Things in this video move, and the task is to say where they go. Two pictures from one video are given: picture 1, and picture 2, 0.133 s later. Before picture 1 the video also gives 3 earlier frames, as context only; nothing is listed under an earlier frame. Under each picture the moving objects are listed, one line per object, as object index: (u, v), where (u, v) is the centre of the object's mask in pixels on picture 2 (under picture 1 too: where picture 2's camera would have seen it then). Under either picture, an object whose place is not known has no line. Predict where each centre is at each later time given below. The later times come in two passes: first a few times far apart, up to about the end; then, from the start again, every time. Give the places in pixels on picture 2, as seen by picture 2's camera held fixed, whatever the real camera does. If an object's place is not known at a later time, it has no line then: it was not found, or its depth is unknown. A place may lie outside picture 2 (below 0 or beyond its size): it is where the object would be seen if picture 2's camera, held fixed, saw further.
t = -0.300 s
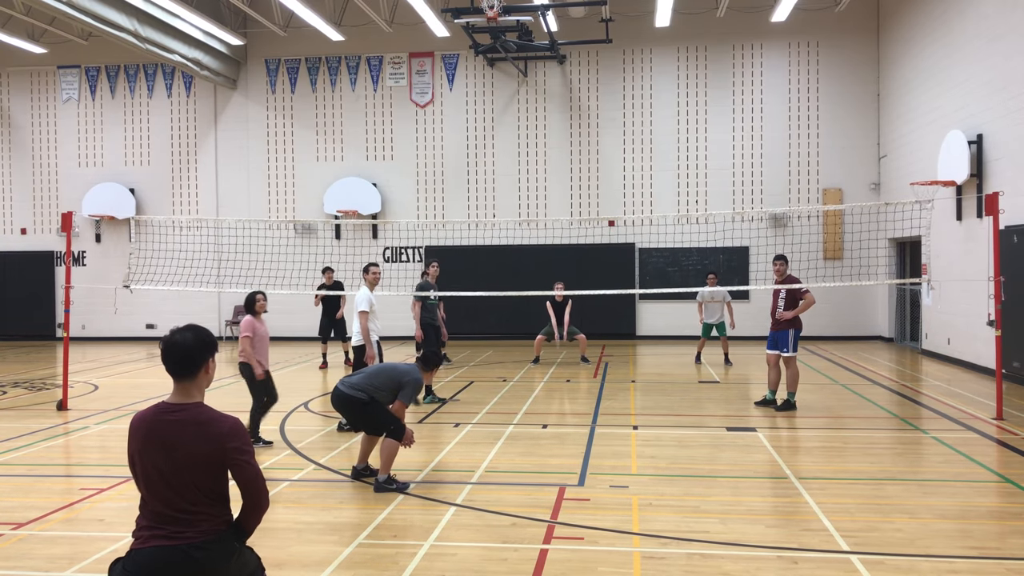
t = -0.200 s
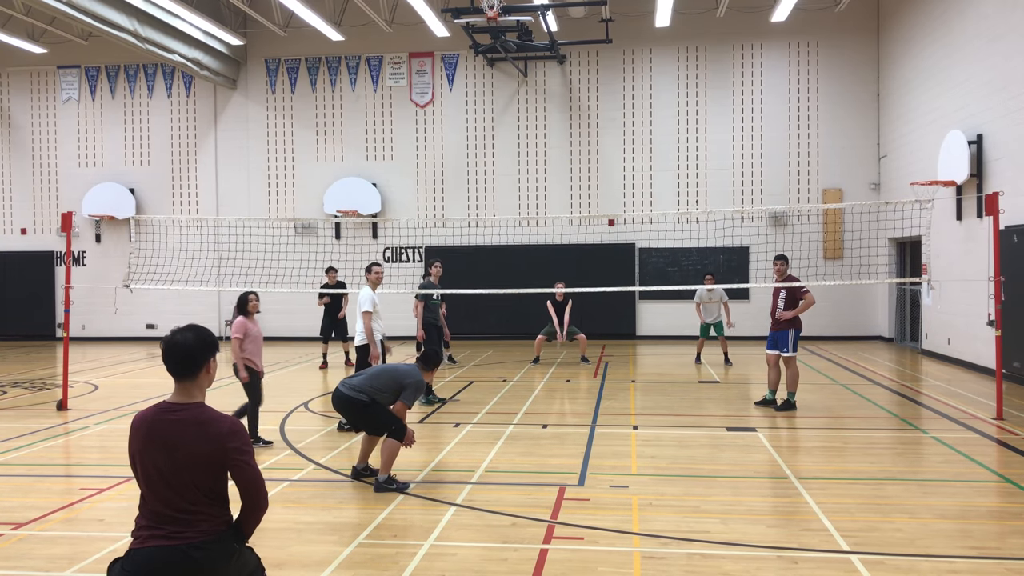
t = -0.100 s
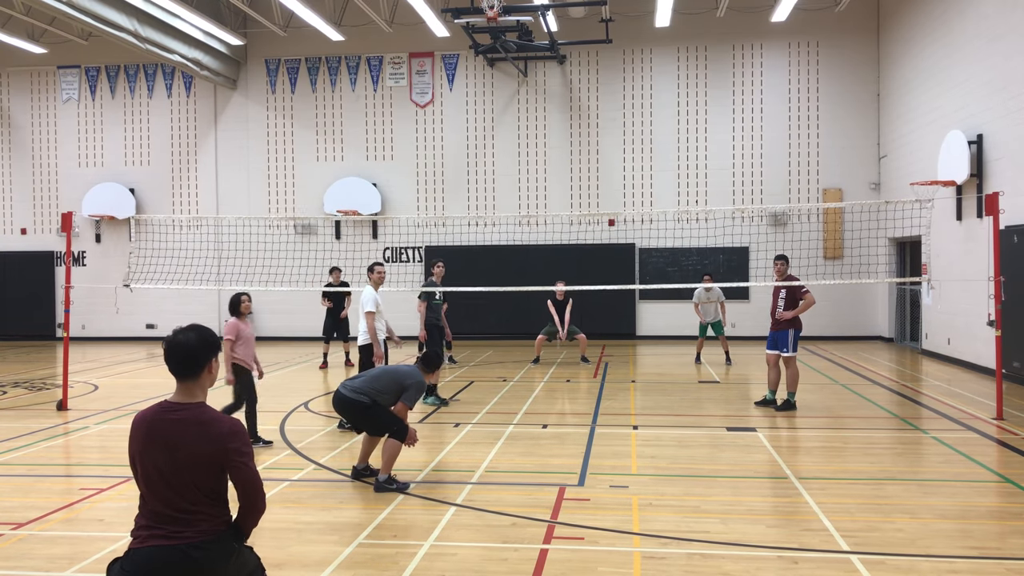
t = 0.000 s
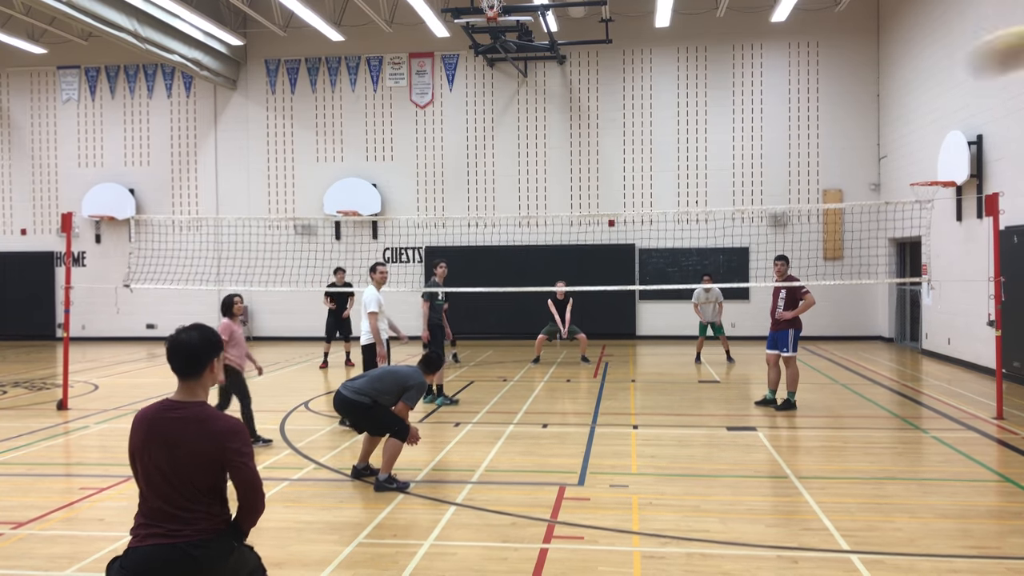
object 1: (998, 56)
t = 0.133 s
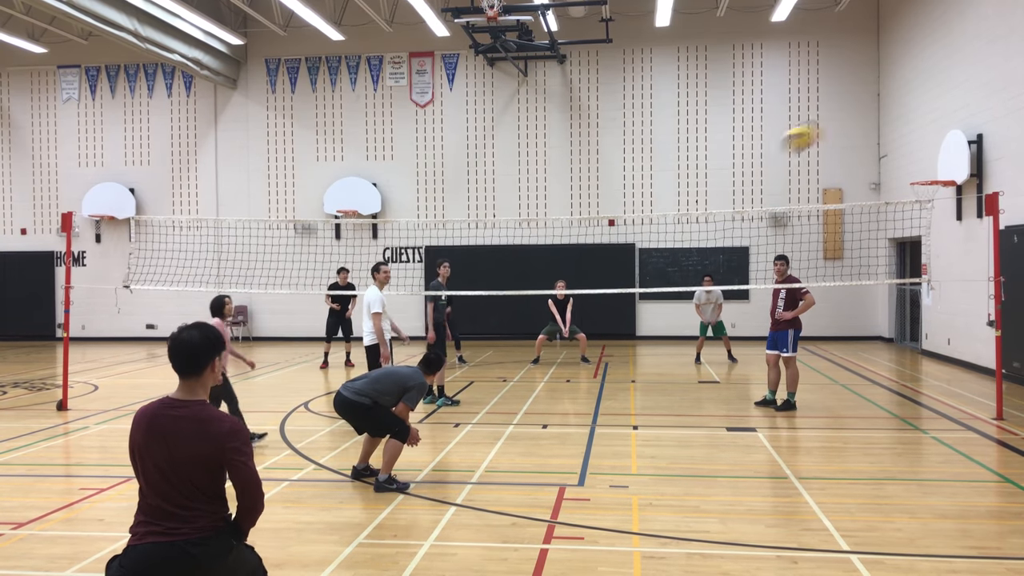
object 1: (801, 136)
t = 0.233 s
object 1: (732, 186)
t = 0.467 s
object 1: (677, 212)
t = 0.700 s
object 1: (646, 233)
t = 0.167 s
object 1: (775, 154)
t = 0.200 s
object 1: (750, 170)
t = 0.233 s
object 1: (732, 186)
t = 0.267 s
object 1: (715, 200)
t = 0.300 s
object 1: (702, 214)
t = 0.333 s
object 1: (695, 216)
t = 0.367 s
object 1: (690, 215)
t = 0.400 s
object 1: (686, 213)
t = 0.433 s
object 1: (681, 212)
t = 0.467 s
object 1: (677, 212)
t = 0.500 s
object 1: (672, 212)
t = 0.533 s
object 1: (669, 213)
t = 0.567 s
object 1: (663, 218)
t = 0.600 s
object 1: (659, 220)
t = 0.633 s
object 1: (655, 223)
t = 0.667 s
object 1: (651, 227)
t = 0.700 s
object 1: (646, 233)
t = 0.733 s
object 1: (643, 239)
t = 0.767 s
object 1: (638, 246)
